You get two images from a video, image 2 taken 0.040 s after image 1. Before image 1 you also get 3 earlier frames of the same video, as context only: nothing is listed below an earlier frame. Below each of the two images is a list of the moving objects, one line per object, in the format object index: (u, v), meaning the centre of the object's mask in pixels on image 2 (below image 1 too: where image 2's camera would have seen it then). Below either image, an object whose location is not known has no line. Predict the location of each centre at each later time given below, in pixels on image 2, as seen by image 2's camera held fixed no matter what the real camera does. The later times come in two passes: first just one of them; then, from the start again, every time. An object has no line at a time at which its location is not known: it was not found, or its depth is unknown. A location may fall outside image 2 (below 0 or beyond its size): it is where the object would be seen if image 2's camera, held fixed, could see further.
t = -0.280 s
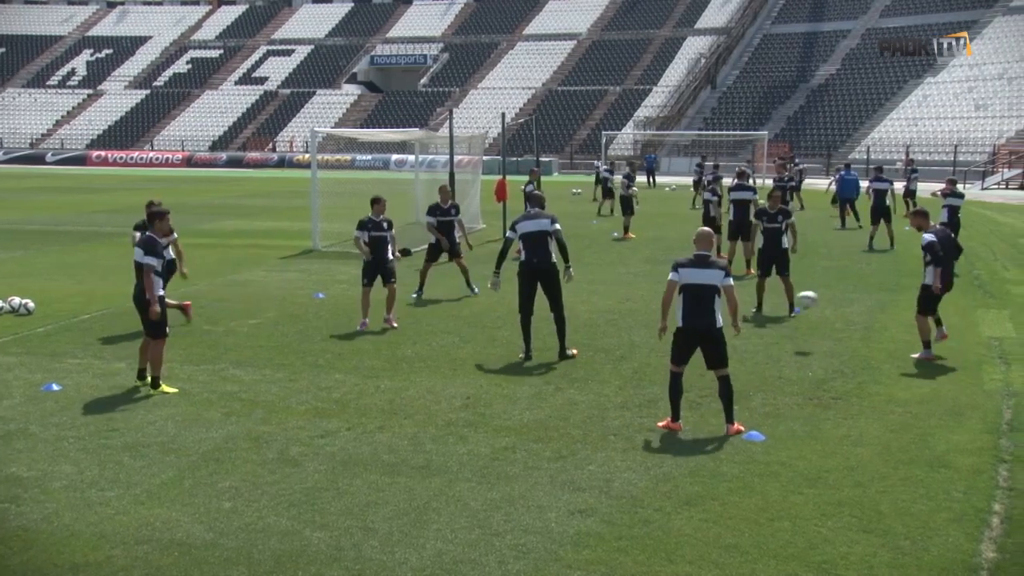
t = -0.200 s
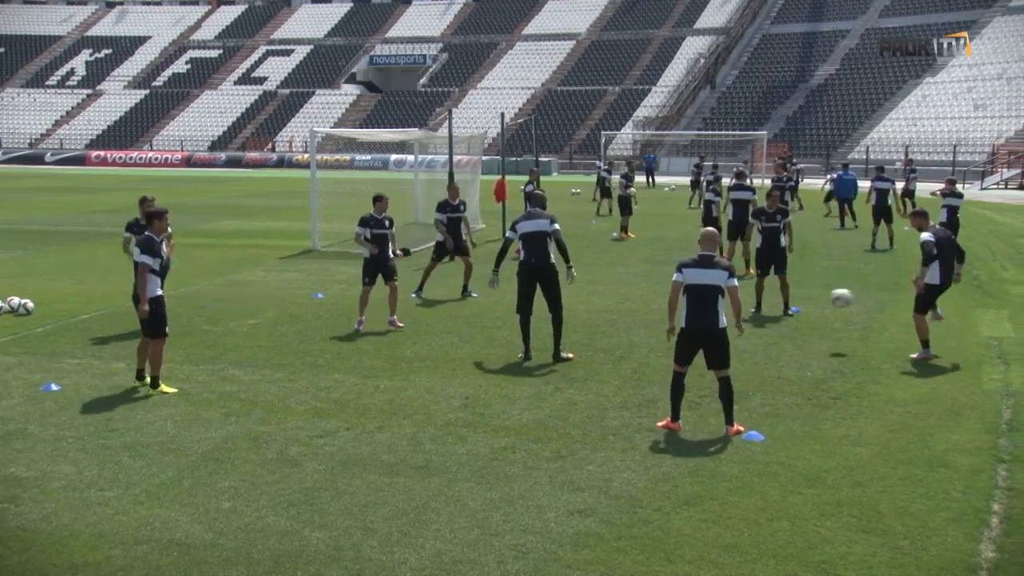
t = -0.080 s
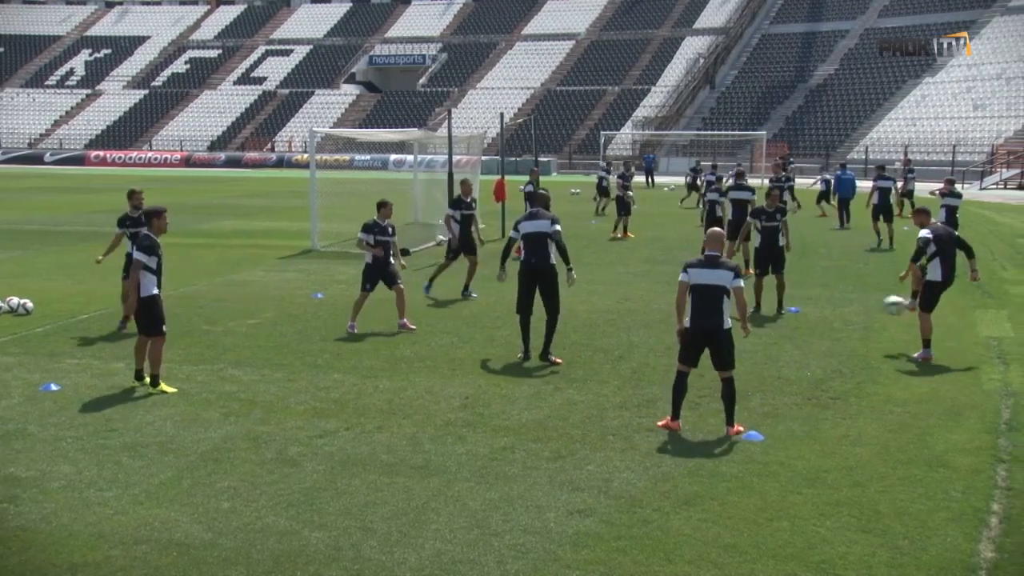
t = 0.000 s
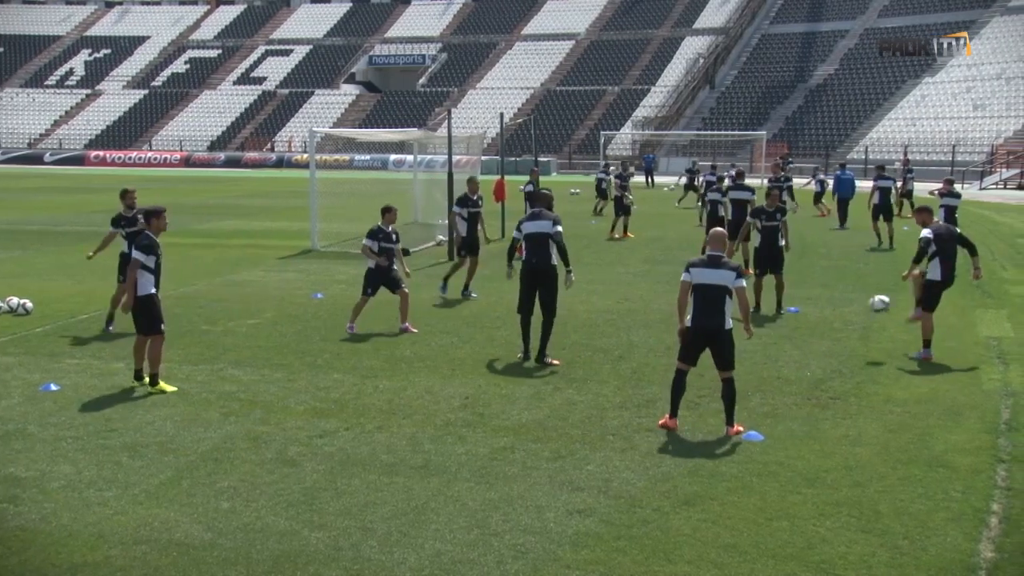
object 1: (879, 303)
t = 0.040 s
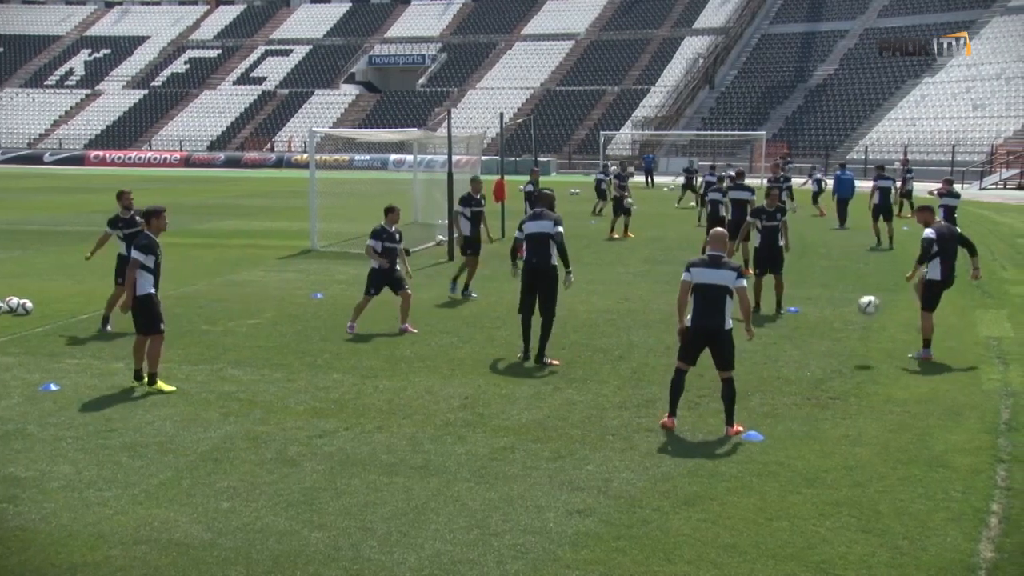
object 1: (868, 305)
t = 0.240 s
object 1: (803, 331)
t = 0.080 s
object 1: (855, 307)
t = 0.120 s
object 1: (843, 310)
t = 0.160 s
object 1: (831, 316)
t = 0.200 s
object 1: (817, 323)
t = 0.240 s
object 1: (803, 331)
